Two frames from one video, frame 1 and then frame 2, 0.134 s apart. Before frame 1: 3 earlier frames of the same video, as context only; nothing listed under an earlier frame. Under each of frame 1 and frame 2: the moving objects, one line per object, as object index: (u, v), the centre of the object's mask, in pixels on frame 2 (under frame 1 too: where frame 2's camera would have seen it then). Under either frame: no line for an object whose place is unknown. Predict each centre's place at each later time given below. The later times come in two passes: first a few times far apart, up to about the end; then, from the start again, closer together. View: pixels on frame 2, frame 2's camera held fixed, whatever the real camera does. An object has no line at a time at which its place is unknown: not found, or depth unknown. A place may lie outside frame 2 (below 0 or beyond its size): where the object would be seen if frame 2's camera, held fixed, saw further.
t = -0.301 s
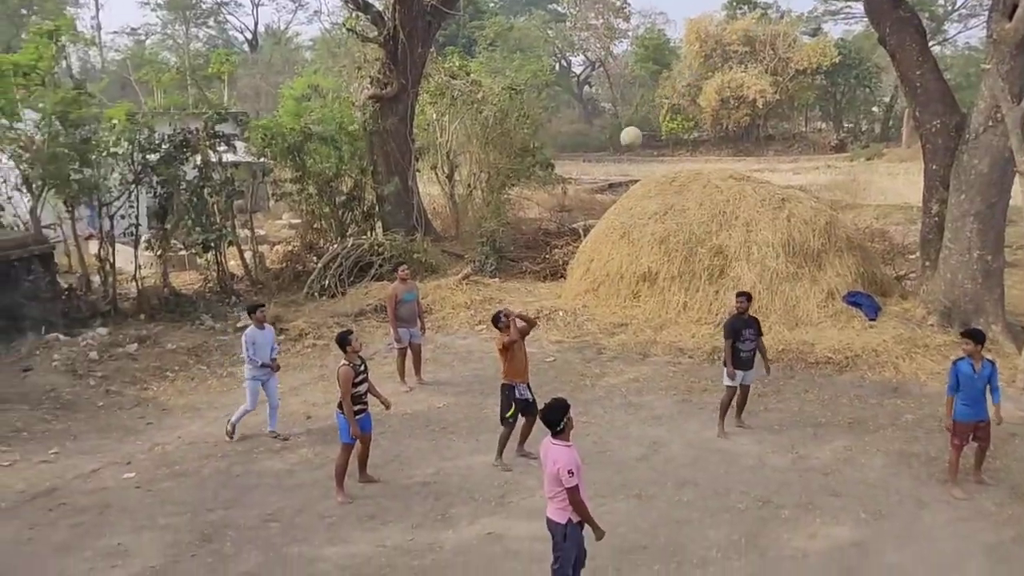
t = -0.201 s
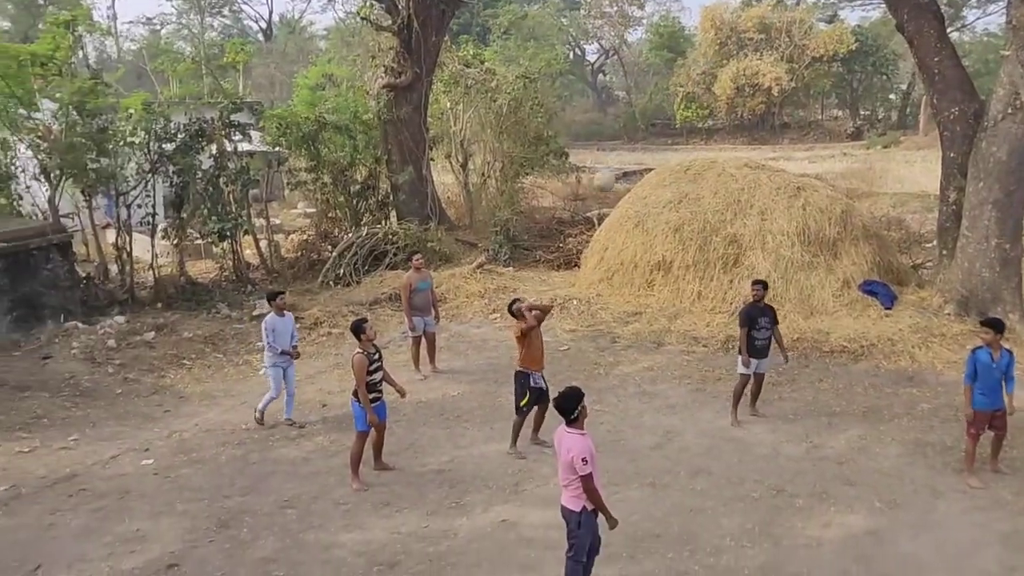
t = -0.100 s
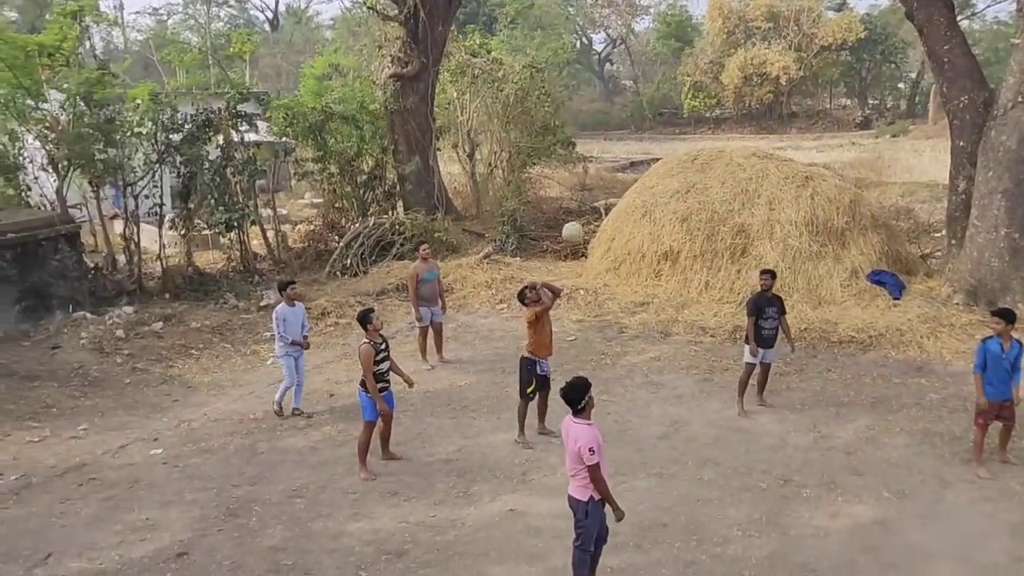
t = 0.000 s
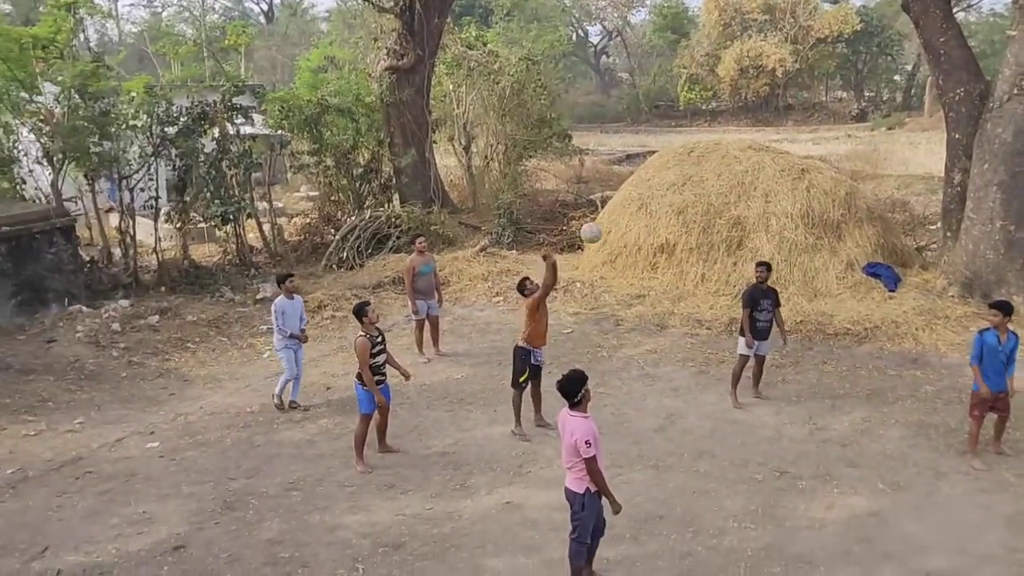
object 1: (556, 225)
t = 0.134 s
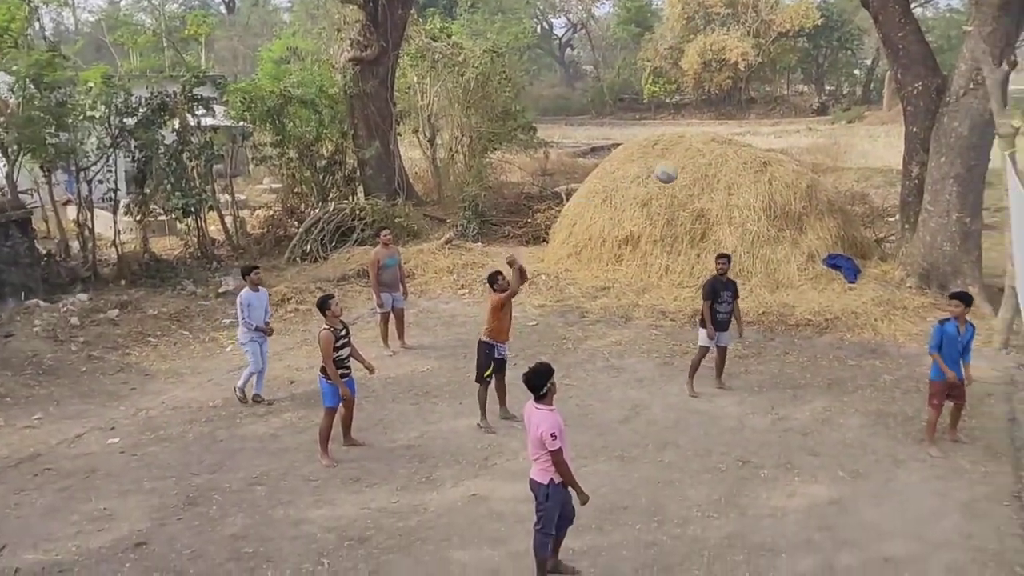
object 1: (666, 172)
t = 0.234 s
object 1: (755, 142)
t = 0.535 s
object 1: (1059, 107)
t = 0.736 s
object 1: (1292, 149)
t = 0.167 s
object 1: (694, 162)
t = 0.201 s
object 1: (724, 151)
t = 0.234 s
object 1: (755, 142)
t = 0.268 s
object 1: (785, 133)
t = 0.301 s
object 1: (818, 125)
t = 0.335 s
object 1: (849, 119)
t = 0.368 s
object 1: (883, 114)
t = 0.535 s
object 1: (1059, 107)
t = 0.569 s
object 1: (1097, 110)
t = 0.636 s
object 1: (1174, 121)
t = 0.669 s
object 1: (1213, 129)
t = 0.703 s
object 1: (1254, 139)
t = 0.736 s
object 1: (1292, 149)
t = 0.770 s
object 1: (1335, 161)
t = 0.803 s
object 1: (1378, 177)
